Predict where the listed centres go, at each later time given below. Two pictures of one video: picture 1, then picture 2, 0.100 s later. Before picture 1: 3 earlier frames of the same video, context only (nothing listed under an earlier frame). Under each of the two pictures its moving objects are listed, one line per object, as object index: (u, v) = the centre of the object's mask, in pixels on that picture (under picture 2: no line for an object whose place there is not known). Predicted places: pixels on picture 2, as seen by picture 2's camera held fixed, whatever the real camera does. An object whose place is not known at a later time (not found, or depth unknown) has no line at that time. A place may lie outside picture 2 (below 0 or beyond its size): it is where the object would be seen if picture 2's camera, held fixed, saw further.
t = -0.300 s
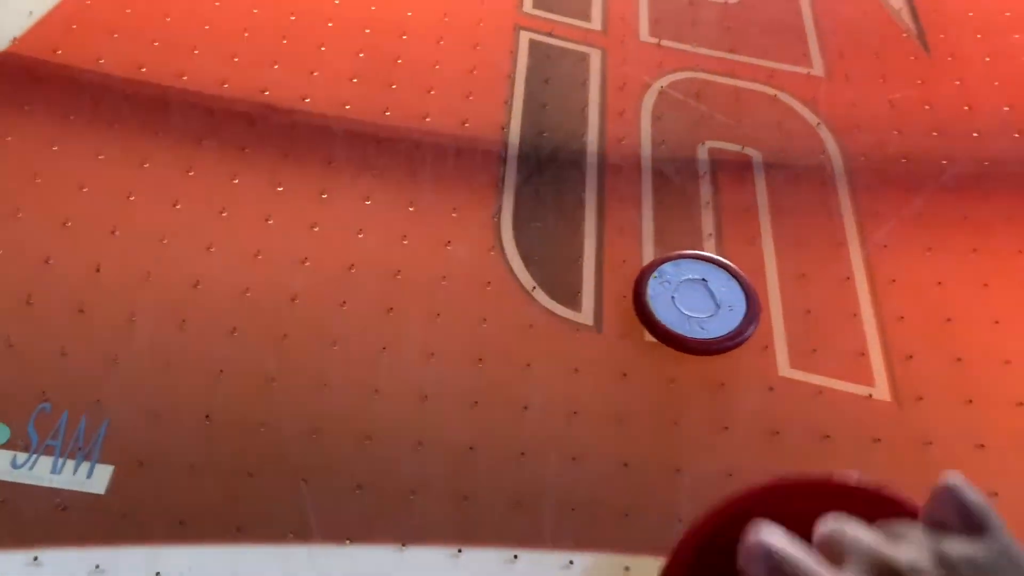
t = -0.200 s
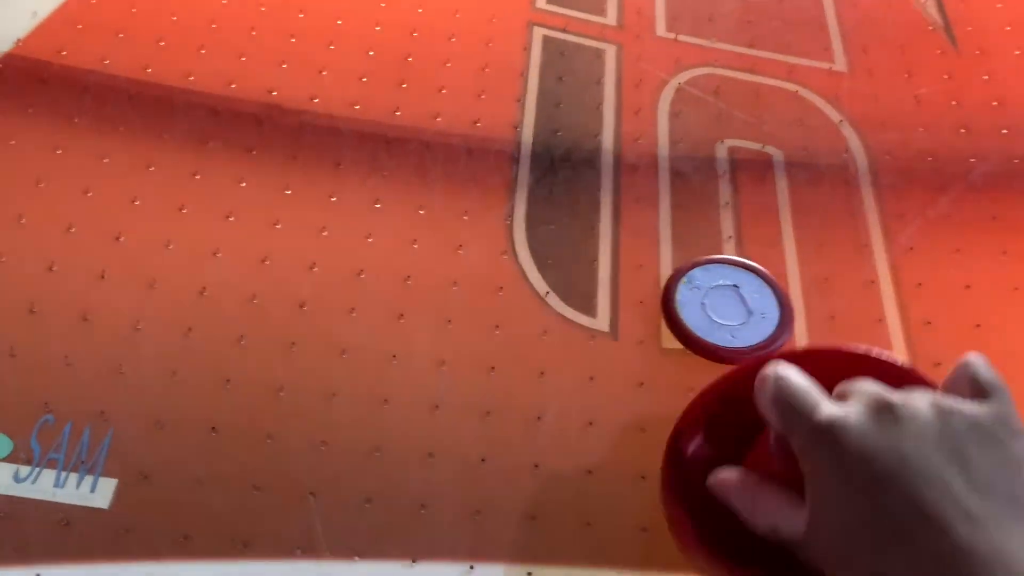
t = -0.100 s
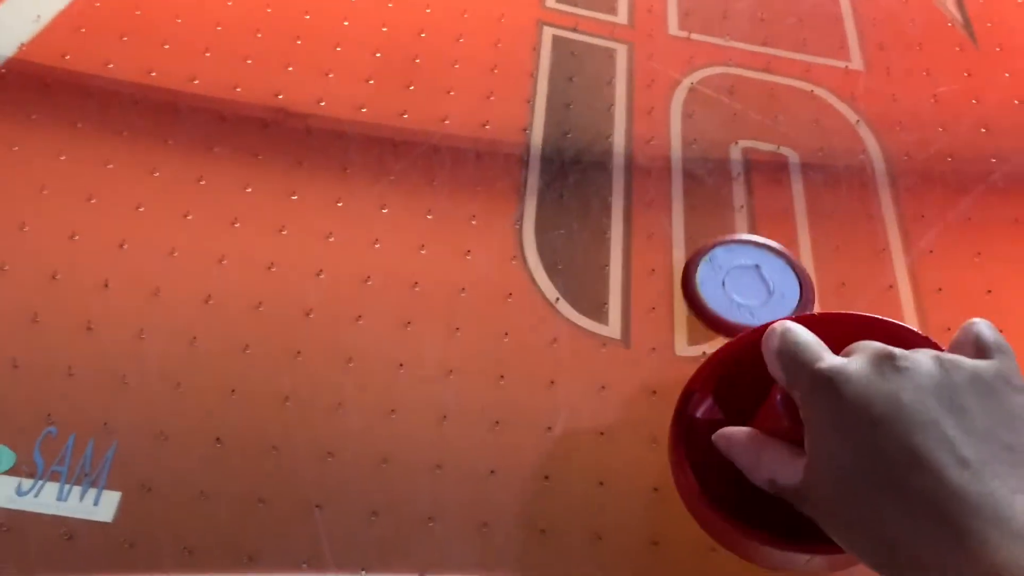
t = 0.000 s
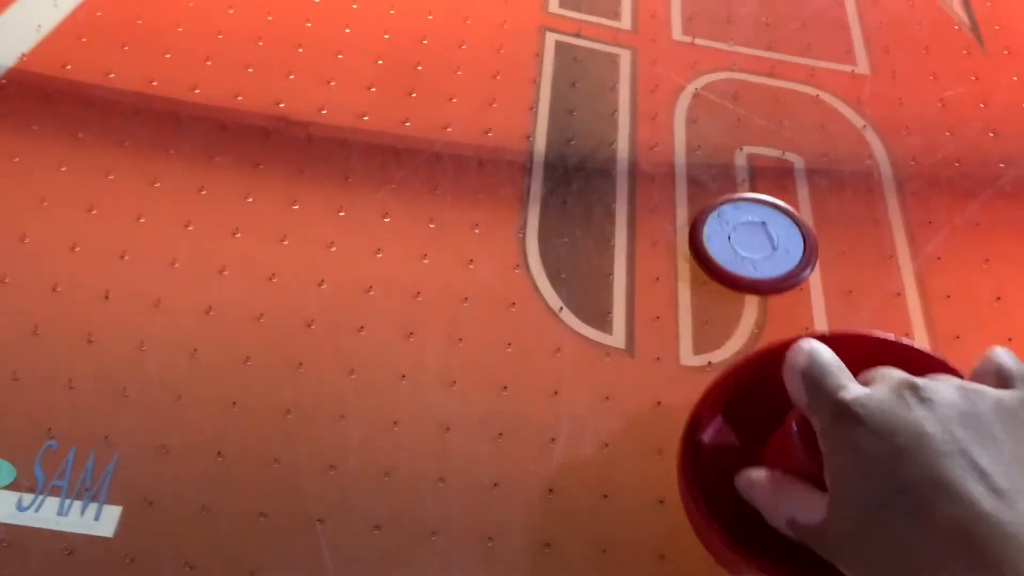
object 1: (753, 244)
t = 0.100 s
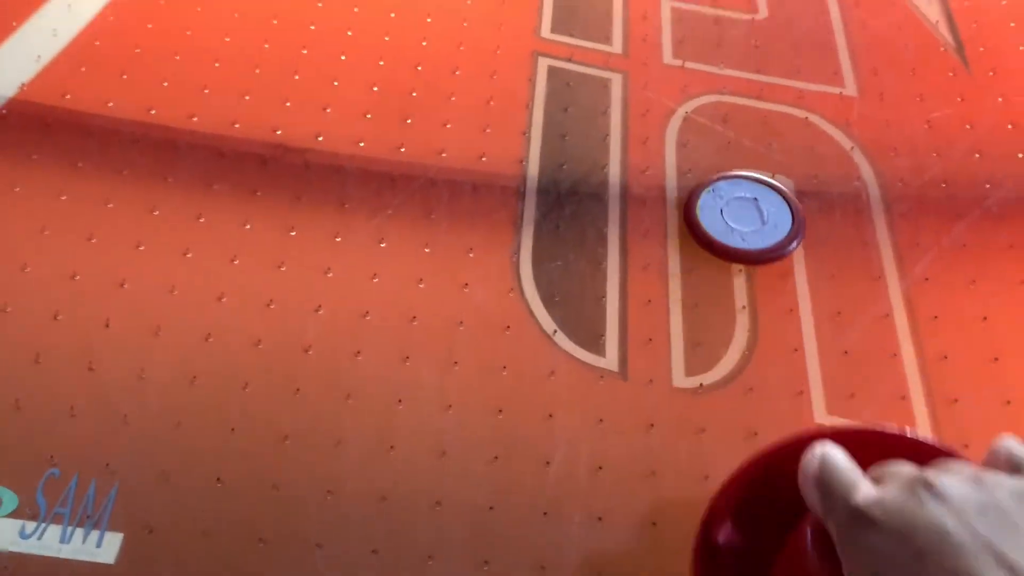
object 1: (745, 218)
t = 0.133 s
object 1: (744, 204)
